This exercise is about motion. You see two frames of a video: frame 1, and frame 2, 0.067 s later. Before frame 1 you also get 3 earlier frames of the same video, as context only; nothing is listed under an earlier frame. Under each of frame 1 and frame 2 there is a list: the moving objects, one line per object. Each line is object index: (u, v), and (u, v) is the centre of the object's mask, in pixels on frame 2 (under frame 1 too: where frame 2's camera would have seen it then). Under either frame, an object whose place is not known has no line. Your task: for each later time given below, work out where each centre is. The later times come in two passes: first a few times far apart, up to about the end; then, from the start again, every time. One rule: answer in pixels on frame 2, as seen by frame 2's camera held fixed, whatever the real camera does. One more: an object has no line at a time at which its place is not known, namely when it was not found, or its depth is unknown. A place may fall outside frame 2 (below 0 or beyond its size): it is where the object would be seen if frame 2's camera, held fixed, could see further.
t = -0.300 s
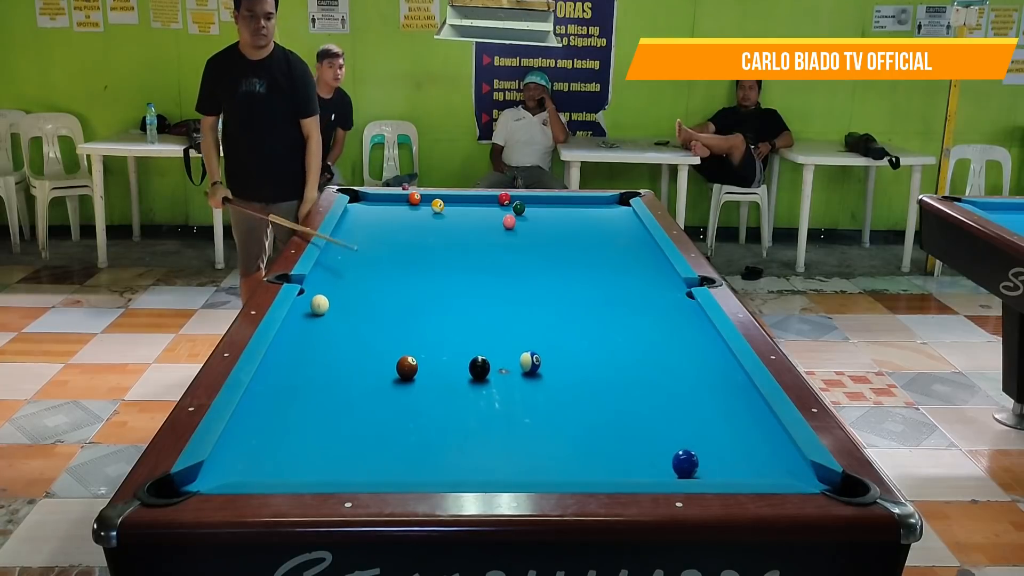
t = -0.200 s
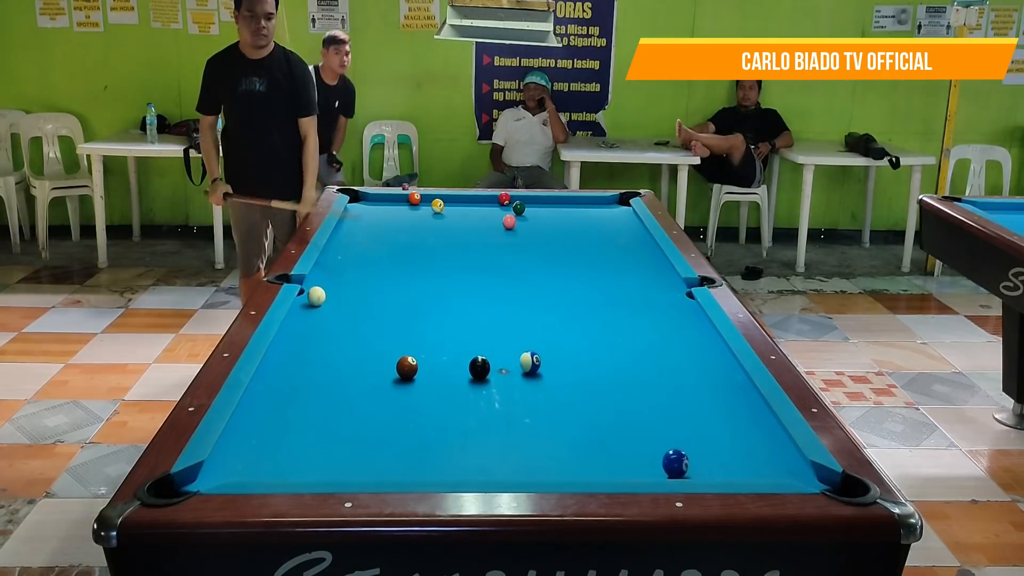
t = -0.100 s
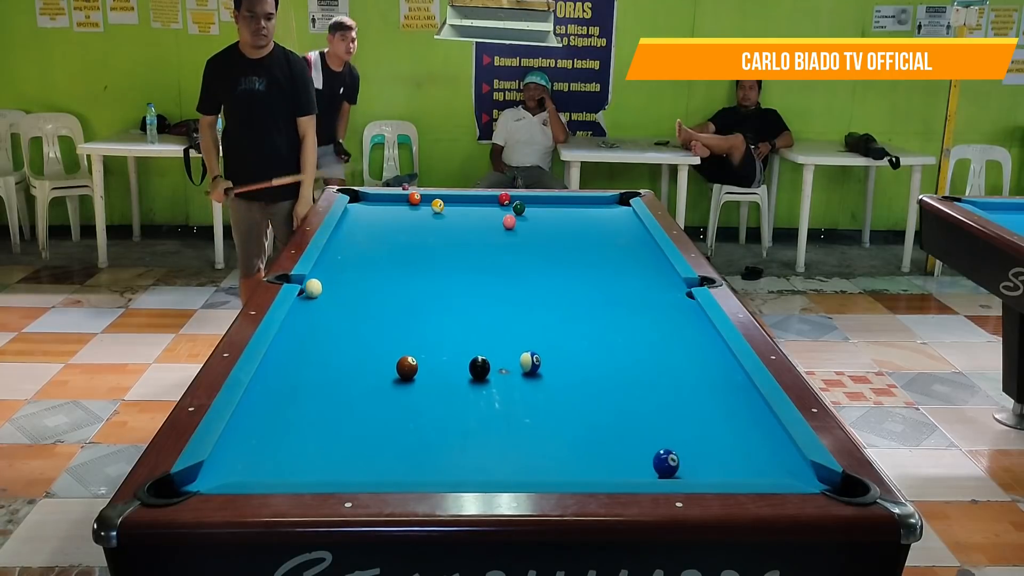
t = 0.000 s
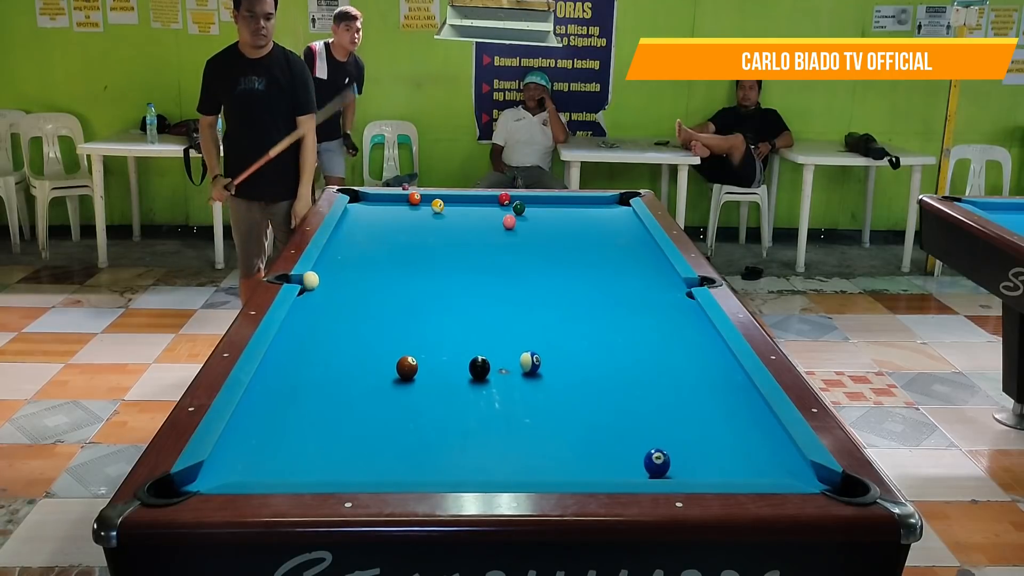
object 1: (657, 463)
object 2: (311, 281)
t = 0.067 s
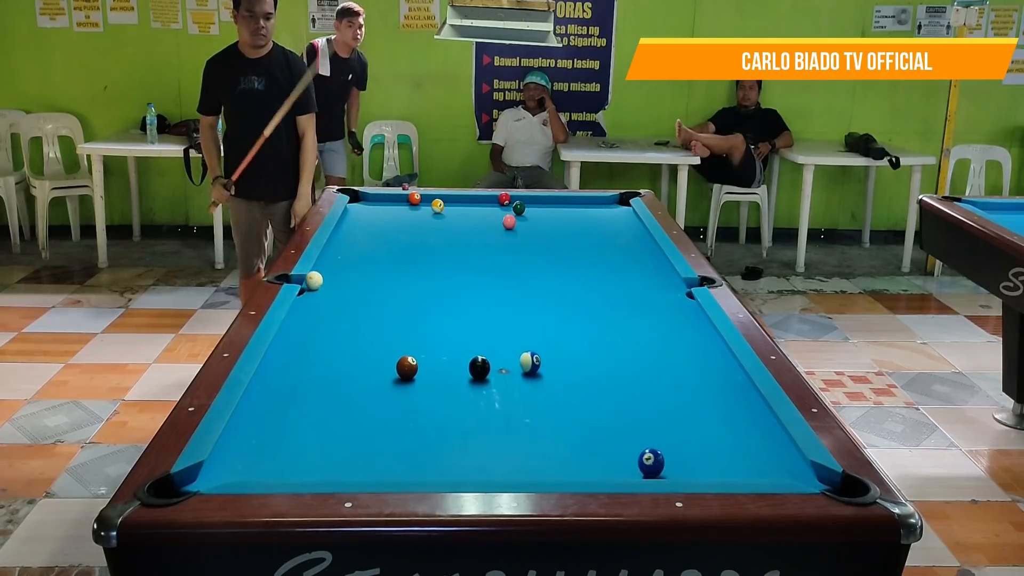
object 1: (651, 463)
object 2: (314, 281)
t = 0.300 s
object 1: (632, 463)
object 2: (334, 286)
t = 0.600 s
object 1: (612, 463)
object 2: (360, 294)
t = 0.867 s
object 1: (596, 463)
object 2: (383, 301)
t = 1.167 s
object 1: (583, 464)
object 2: (407, 307)
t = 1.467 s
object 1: (573, 464)
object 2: (431, 314)
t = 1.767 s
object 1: (566, 464)
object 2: (454, 321)
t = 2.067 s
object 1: (563, 464)
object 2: (475, 327)
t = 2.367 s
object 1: (563, 464)
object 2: (496, 333)
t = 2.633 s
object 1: (563, 464)
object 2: (512, 337)
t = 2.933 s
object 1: (563, 464)
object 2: (529, 341)
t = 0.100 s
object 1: (648, 463)
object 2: (317, 281)
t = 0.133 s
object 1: (646, 463)
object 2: (320, 282)
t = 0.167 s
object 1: (643, 463)
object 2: (323, 283)
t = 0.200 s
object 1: (640, 463)
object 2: (326, 284)
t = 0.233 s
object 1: (637, 463)
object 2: (328, 285)
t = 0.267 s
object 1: (635, 463)
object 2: (332, 285)
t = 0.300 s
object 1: (632, 463)
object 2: (334, 286)
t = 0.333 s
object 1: (630, 463)
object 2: (337, 287)
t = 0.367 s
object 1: (627, 463)
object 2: (340, 288)
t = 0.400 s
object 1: (625, 463)
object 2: (343, 289)
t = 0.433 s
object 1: (623, 463)
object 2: (346, 290)
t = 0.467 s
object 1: (620, 463)
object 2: (349, 291)
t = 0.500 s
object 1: (618, 463)
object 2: (352, 291)
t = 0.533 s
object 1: (616, 464)
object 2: (354, 292)
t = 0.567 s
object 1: (614, 463)
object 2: (357, 293)
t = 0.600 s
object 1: (612, 463)
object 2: (360, 294)
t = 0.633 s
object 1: (610, 463)
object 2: (363, 294)
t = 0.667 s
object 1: (608, 464)
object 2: (366, 295)
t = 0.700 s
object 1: (606, 463)
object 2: (369, 296)
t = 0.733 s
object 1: (604, 463)
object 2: (371, 297)
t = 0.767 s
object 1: (602, 463)
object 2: (374, 298)
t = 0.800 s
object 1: (600, 463)
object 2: (377, 299)
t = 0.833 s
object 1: (598, 463)
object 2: (380, 300)
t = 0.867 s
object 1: (596, 463)
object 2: (383, 301)
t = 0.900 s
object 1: (594, 463)
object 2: (385, 301)
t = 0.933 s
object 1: (593, 463)
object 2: (388, 302)
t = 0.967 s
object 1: (591, 464)
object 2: (391, 303)
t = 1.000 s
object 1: (590, 464)
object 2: (394, 304)
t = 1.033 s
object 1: (588, 464)
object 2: (397, 304)
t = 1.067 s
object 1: (587, 464)
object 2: (399, 305)
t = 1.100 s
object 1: (585, 464)
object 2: (402, 306)
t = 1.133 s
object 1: (584, 464)
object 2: (405, 307)
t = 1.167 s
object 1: (583, 464)
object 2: (407, 307)
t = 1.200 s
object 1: (581, 464)
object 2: (410, 308)
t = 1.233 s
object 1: (580, 464)
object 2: (413, 309)
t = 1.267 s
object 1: (579, 464)
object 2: (415, 310)
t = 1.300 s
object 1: (578, 464)
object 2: (418, 311)
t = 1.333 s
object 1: (577, 464)
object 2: (421, 311)
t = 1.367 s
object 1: (576, 464)
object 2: (423, 312)
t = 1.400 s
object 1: (575, 464)
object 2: (426, 313)
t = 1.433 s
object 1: (574, 464)
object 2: (429, 314)
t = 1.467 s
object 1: (573, 464)
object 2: (431, 314)
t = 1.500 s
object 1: (572, 464)
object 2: (434, 315)
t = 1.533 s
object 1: (571, 464)
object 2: (436, 316)
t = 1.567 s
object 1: (570, 464)
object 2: (439, 317)
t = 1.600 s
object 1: (569, 464)
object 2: (442, 317)
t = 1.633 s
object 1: (568, 464)
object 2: (444, 318)
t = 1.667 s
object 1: (568, 464)
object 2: (447, 319)
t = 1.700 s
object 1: (567, 464)
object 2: (449, 320)
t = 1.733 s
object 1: (567, 464)
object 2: (452, 320)
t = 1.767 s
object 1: (566, 464)
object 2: (454, 321)
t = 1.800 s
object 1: (565, 464)
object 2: (456, 322)
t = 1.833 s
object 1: (565, 464)
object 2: (459, 322)
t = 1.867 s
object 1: (565, 464)
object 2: (461, 323)
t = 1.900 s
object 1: (564, 464)
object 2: (464, 324)
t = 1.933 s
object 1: (564, 464)
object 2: (466, 325)
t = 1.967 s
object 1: (564, 464)
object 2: (468, 325)
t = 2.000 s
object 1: (563, 464)
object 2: (471, 326)
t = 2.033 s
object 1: (563, 464)
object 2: (473, 327)
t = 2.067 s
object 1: (563, 464)
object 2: (475, 327)
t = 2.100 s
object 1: (563, 464)
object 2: (478, 328)
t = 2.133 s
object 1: (563, 464)
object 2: (480, 328)
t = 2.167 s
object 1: (563, 464)
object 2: (482, 329)
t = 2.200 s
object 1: (563, 464)
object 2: (484, 330)
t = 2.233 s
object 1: (563, 464)
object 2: (487, 330)
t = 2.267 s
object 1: (563, 464)
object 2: (489, 331)
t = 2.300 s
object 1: (563, 464)
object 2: (491, 332)
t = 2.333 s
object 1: (563, 464)
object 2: (494, 332)
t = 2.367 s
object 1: (563, 464)
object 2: (496, 333)
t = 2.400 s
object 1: (563, 464)
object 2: (498, 333)
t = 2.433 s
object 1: (563, 464)
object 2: (500, 334)
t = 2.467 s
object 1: (563, 464)
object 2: (502, 335)
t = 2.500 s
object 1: (563, 464)
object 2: (504, 335)
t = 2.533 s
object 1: (563, 464)
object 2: (506, 336)
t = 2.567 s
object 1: (563, 464)
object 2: (508, 336)
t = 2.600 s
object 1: (563, 464)
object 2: (510, 337)
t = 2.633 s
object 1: (563, 464)
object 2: (512, 337)
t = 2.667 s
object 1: (563, 464)
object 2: (514, 338)
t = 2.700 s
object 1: (563, 464)
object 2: (516, 338)
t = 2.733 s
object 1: (563, 464)
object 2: (518, 339)
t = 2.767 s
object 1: (563, 464)
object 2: (520, 339)
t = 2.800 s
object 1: (563, 464)
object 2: (522, 340)
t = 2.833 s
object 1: (563, 464)
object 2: (524, 340)
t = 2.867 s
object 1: (563, 464)
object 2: (526, 341)
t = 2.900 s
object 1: (563, 464)
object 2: (527, 341)
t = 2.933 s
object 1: (563, 464)
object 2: (529, 341)
